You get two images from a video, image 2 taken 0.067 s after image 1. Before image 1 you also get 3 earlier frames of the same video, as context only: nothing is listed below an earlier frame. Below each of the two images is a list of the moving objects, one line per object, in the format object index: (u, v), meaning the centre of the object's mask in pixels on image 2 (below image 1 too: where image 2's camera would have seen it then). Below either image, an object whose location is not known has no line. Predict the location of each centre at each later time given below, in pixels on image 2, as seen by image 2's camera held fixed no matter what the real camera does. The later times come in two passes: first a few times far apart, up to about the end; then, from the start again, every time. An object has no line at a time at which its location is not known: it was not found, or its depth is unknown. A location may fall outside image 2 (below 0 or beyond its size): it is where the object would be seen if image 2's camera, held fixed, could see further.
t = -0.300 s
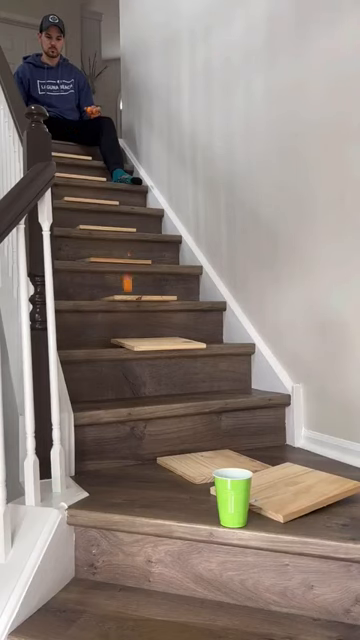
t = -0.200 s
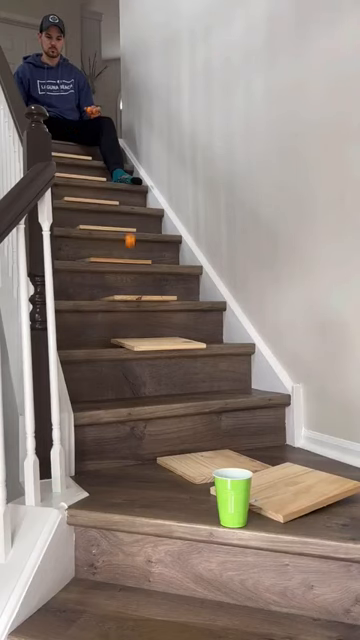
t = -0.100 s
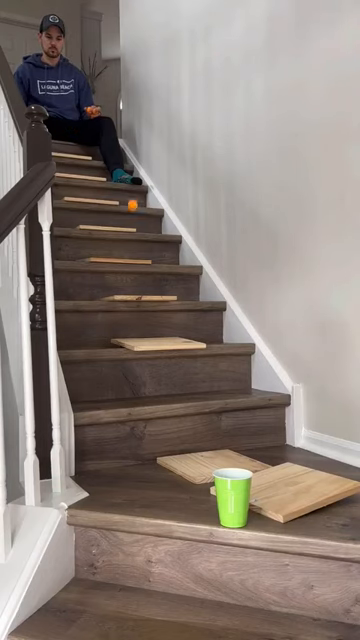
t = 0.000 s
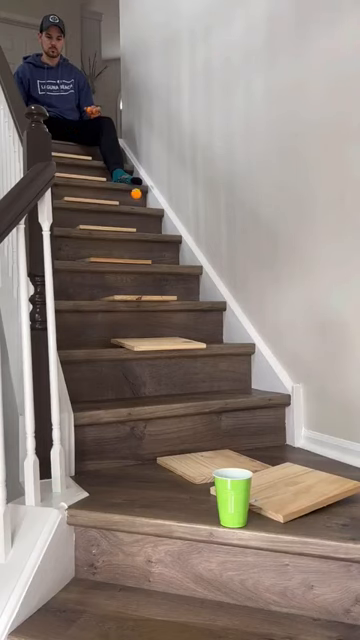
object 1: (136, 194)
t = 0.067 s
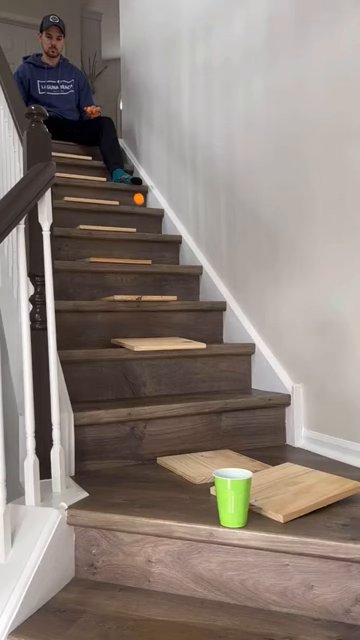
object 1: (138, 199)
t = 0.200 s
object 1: (144, 242)
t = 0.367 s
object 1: (152, 325)
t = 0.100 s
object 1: (139, 206)
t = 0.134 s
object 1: (141, 215)
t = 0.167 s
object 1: (142, 227)
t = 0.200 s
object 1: (144, 242)
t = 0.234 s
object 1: (146, 259)
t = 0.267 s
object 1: (147, 280)
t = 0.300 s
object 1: (149, 303)
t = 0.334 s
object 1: (150, 328)
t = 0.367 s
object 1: (152, 325)
